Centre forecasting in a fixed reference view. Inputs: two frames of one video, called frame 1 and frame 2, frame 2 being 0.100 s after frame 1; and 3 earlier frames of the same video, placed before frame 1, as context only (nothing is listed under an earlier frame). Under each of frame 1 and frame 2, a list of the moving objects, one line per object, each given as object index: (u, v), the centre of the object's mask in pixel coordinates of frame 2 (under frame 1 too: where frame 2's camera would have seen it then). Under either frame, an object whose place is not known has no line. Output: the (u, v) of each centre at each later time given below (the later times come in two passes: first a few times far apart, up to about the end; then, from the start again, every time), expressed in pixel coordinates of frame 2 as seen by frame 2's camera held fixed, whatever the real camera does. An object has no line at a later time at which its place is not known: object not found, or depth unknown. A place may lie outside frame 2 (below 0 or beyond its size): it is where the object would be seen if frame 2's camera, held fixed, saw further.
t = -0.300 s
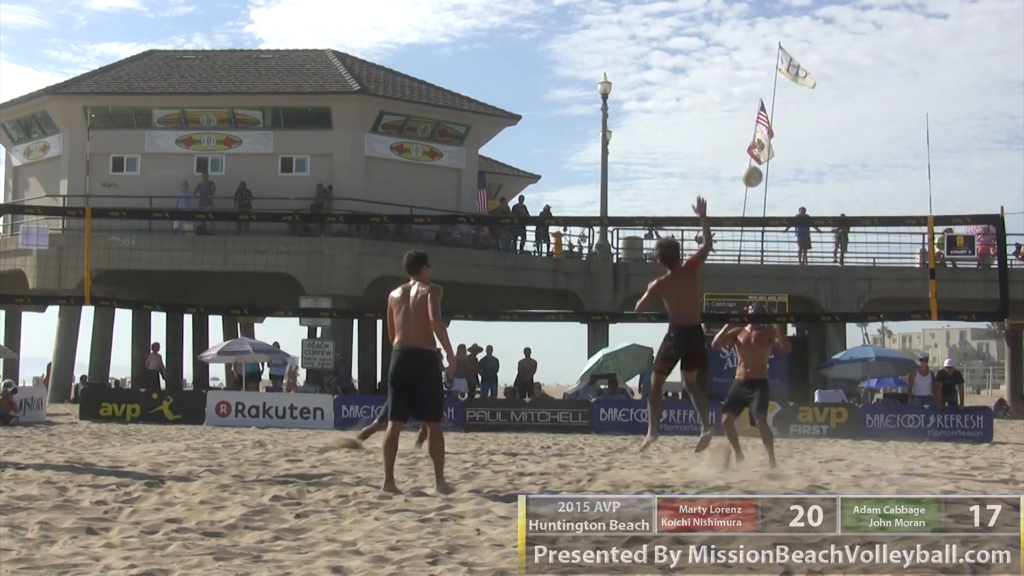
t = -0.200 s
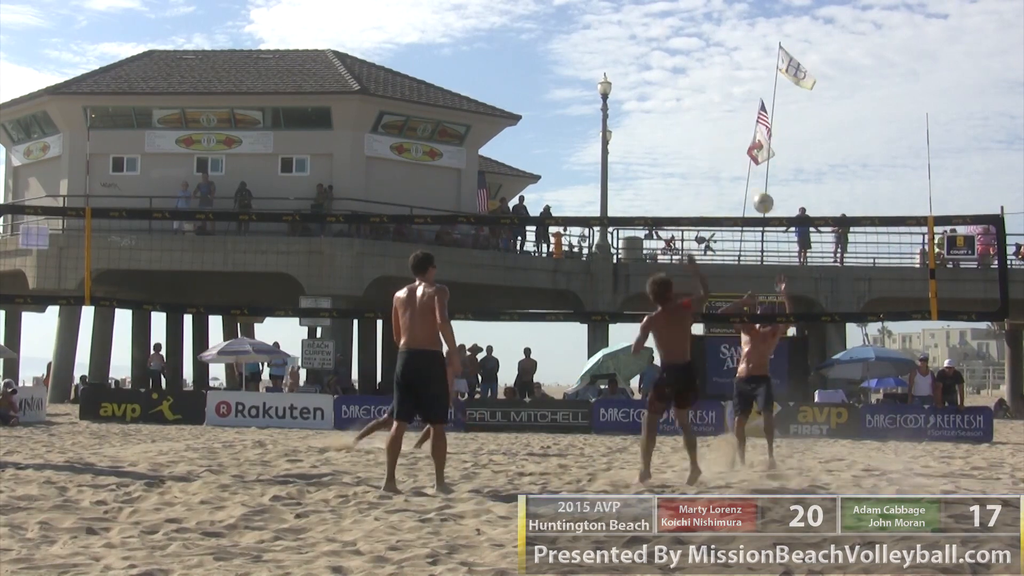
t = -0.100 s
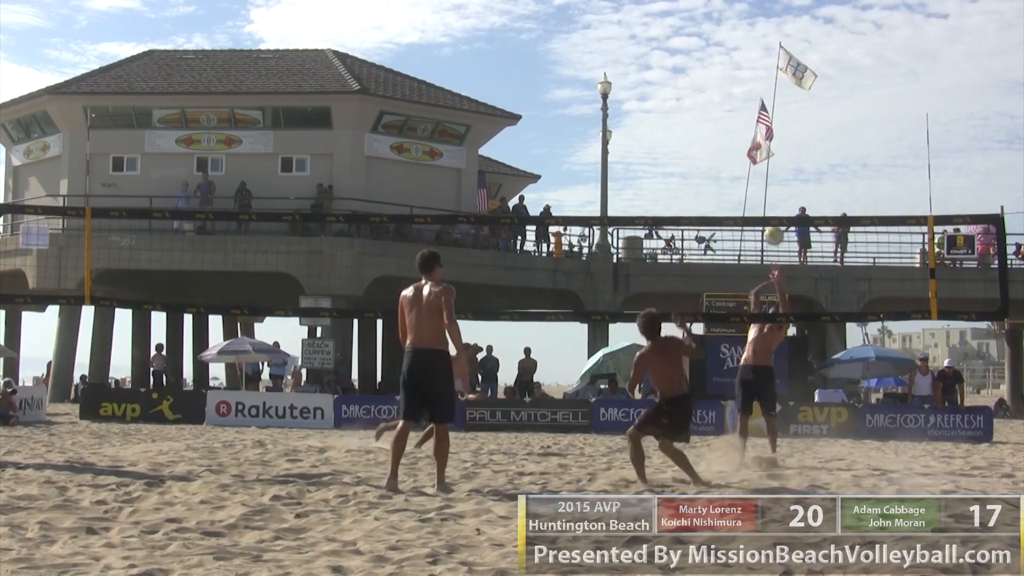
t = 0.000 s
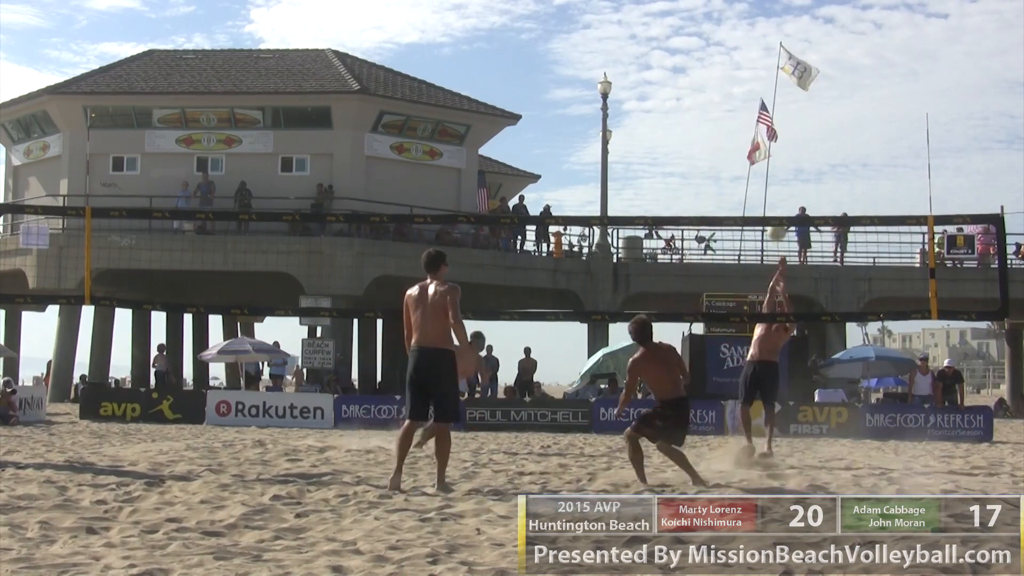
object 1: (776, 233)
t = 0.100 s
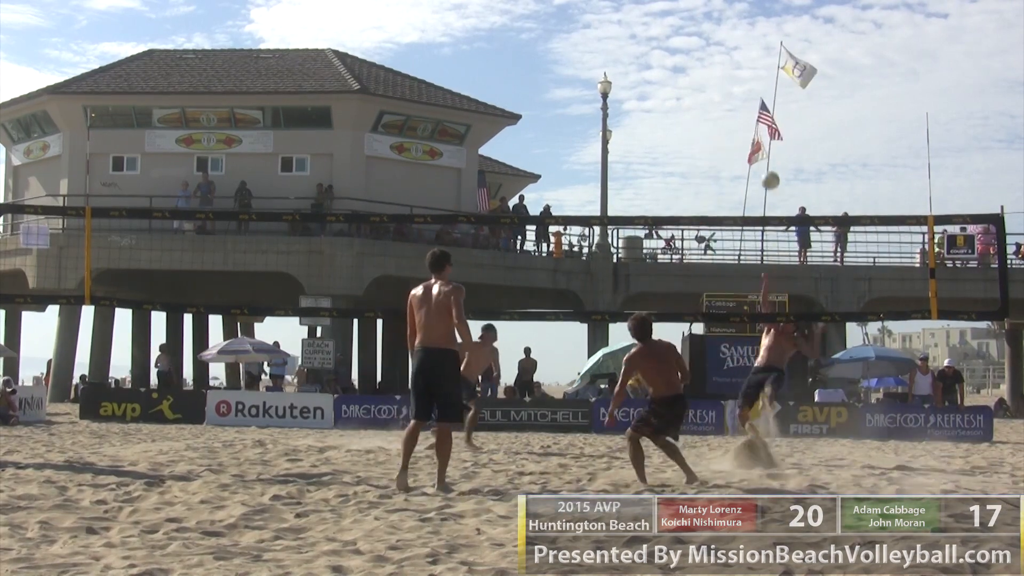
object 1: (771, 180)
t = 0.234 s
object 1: (761, 128)
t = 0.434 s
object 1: (750, 76)
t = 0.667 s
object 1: (737, 58)
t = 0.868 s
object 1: (727, 78)
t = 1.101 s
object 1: (716, 142)
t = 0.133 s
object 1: (769, 166)
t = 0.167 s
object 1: (767, 152)
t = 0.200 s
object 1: (763, 139)
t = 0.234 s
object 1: (761, 128)
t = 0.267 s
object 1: (757, 115)
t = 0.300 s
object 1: (757, 106)
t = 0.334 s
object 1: (756, 97)
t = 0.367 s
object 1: (753, 89)
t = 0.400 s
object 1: (752, 82)
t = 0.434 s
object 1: (750, 76)
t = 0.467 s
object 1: (748, 70)
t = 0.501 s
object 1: (747, 66)
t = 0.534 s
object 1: (745, 63)
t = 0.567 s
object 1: (743, 60)
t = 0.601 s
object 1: (741, 59)
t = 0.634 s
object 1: (739, 58)
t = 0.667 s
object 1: (737, 58)
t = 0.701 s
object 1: (735, 59)
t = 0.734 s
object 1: (734, 61)
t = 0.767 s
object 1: (732, 65)
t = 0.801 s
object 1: (730, 68)
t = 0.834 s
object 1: (729, 73)
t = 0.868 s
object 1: (727, 78)
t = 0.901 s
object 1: (725, 85)
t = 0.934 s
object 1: (723, 92)
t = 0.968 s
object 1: (722, 100)
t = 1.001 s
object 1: (720, 109)
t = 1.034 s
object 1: (719, 119)
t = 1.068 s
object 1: (717, 130)
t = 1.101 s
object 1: (716, 142)
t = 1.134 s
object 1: (714, 154)
